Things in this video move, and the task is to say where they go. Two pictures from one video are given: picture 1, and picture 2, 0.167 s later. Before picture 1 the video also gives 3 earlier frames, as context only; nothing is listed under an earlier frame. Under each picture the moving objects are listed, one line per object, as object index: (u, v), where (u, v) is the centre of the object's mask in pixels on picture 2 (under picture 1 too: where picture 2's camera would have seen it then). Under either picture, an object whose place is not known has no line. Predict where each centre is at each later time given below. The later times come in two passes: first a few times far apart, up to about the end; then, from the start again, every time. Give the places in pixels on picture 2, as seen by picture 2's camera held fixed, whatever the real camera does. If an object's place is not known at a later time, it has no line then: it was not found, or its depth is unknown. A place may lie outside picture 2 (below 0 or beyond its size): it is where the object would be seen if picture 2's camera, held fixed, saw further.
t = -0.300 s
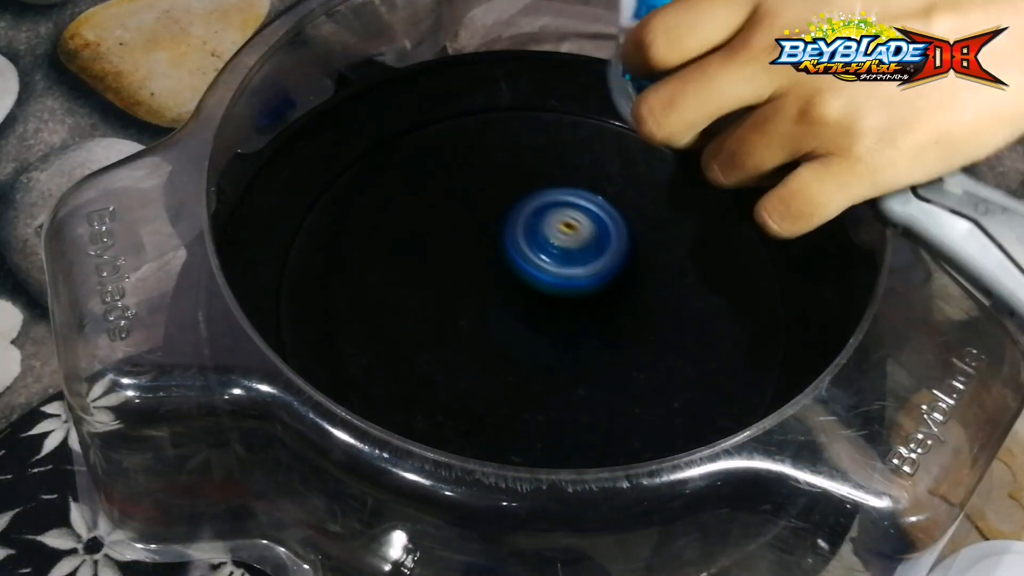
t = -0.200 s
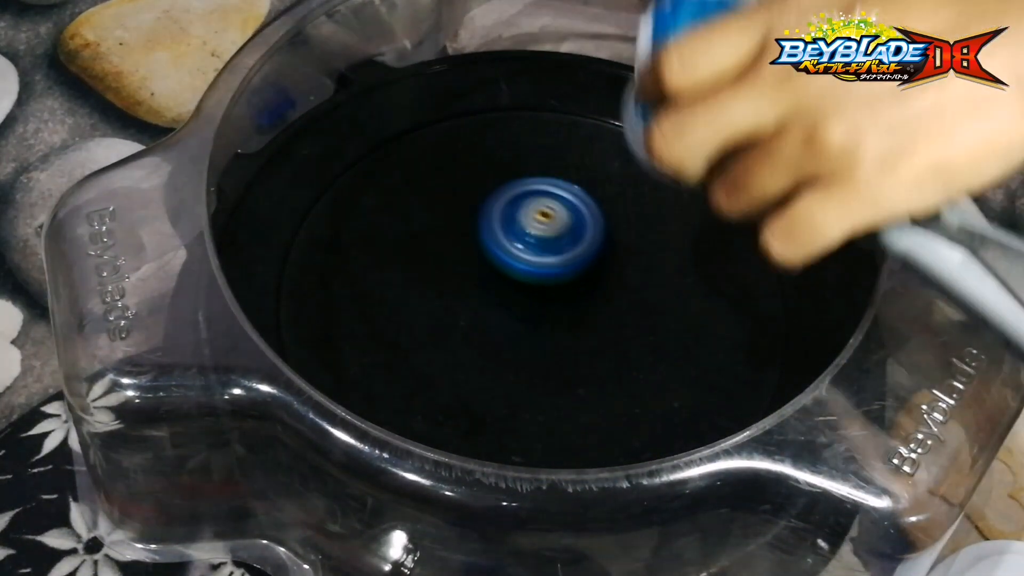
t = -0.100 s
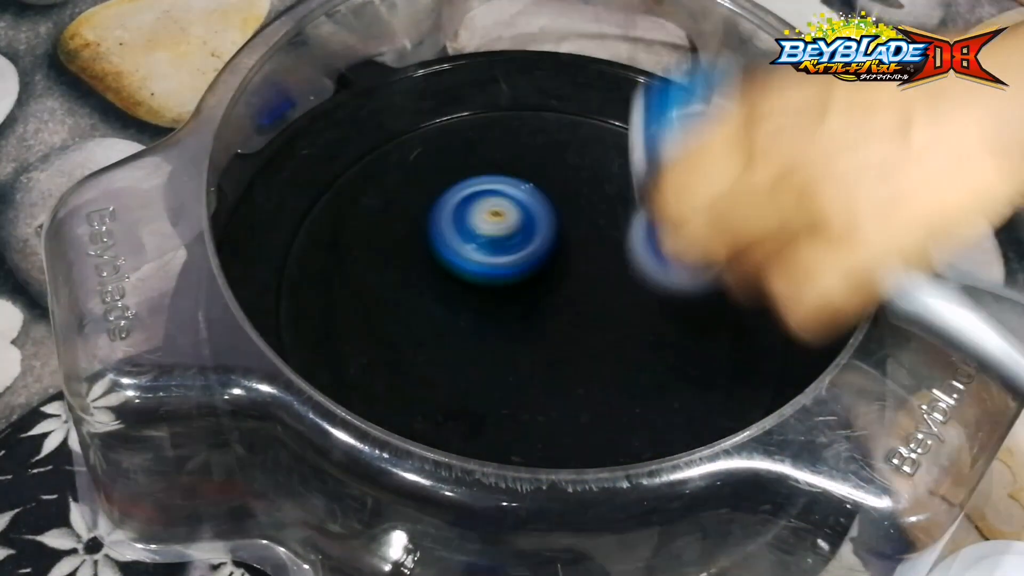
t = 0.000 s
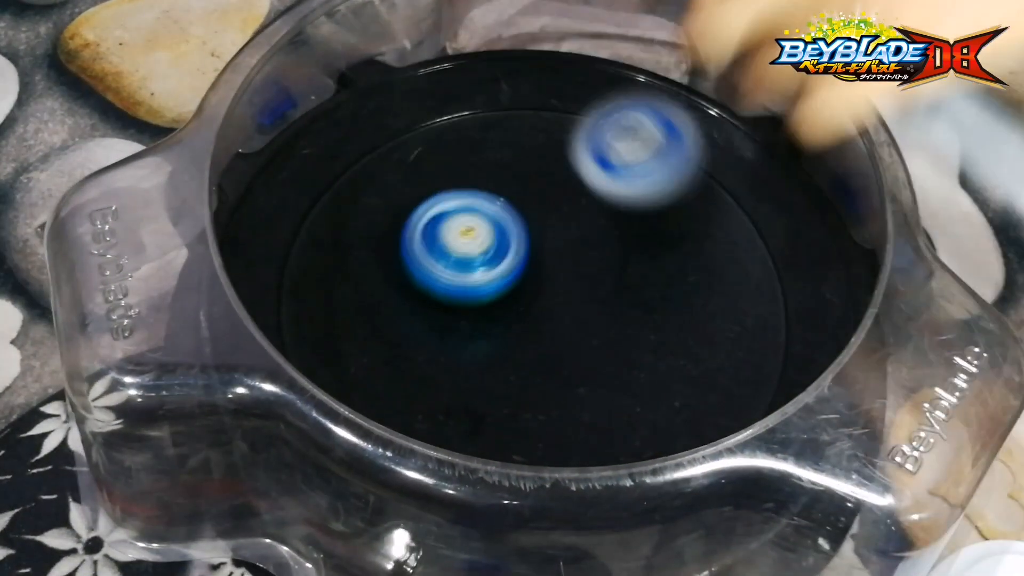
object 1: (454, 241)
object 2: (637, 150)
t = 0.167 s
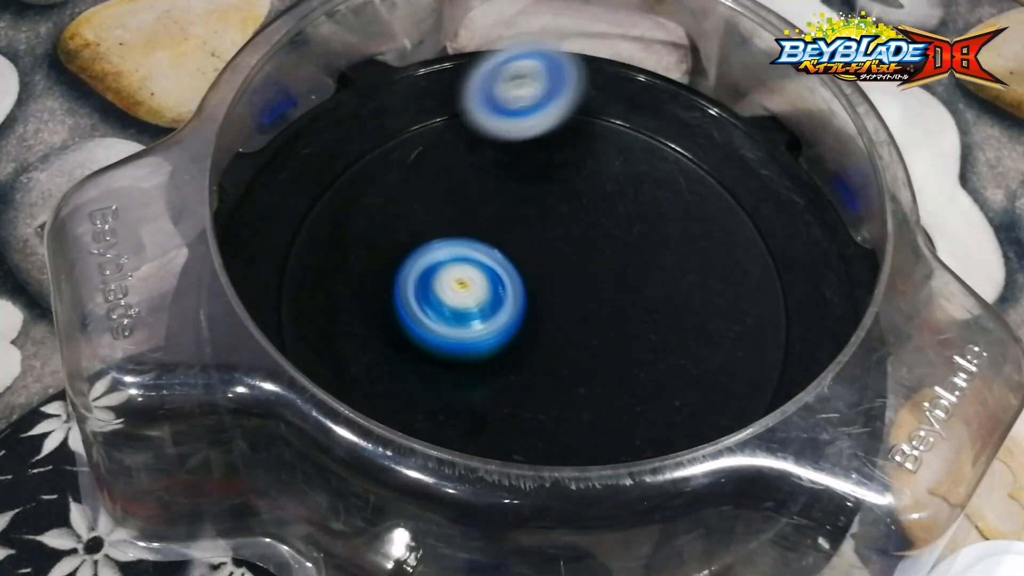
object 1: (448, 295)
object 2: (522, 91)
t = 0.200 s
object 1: (455, 306)
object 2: (500, 98)
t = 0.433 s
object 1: (545, 326)
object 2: (431, 197)
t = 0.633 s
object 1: (623, 269)
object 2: (428, 323)
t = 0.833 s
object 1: (656, 207)
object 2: (421, 343)
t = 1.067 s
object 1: (591, 184)
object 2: (444, 249)
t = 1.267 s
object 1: (569, 167)
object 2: (378, 185)
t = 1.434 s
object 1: (541, 206)
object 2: (409, 140)
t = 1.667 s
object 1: (530, 263)
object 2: (496, 127)
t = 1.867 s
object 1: (538, 295)
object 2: (516, 182)
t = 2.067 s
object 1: (570, 334)
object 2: (416, 201)
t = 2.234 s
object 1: (569, 332)
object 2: (365, 160)
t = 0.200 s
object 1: (455, 306)
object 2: (500, 98)
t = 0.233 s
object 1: (465, 315)
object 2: (484, 97)
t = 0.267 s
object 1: (476, 322)
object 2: (467, 108)
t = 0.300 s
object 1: (490, 327)
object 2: (454, 119)
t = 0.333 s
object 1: (504, 330)
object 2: (443, 135)
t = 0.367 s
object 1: (518, 331)
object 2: (435, 154)
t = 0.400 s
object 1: (532, 330)
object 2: (432, 176)
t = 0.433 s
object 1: (545, 326)
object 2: (431, 197)
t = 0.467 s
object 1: (556, 320)
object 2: (434, 221)
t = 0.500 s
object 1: (564, 313)
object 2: (439, 244)
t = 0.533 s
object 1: (571, 305)
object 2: (448, 267)
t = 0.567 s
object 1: (576, 296)
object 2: (455, 289)
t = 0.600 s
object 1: (598, 281)
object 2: (443, 307)
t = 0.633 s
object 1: (623, 269)
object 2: (428, 323)
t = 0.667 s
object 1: (642, 254)
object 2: (415, 334)
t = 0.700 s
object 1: (655, 242)
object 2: (407, 341)
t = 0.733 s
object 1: (662, 230)
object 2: (403, 347)
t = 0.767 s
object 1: (664, 220)
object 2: (404, 349)
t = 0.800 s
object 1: (662, 212)
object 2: (411, 348)
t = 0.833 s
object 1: (656, 207)
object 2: (421, 343)
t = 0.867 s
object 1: (645, 203)
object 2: (434, 334)
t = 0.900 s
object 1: (633, 202)
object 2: (447, 320)
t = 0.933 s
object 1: (616, 203)
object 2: (460, 303)
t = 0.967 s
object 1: (599, 205)
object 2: (472, 283)
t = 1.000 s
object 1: (581, 210)
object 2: (481, 262)
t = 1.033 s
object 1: (583, 194)
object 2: (466, 255)
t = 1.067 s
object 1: (591, 184)
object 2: (444, 249)
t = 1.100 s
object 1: (592, 172)
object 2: (425, 240)
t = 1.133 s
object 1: (591, 166)
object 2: (408, 230)
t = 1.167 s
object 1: (587, 162)
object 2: (395, 219)
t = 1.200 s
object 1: (582, 161)
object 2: (386, 208)
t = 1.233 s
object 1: (575, 164)
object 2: (380, 196)
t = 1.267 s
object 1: (569, 167)
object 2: (378, 185)
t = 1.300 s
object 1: (562, 174)
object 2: (379, 174)
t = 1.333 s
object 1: (560, 185)
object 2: (382, 164)
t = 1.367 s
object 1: (551, 189)
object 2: (389, 155)
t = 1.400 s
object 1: (545, 197)
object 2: (397, 147)
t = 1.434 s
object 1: (541, 206)
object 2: (409, 140)
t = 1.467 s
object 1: (537, 216)
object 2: (421, 134)
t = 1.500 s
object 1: (534, 225)
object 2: (433, 130)
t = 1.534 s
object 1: (532, 232)
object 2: (446, 127)
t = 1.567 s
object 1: (531, 241)
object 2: (459, 124)
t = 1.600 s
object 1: (530, 249)
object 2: (472, 124)
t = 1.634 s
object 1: (530, 256)
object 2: (485, 125)
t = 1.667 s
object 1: (530, 263)
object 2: (496, 127)
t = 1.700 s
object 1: (531, 270)
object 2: (506, 130)
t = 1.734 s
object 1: (532, 276)
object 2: (515, 134)
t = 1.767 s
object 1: (534, 282)
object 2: (522, 142)
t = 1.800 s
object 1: (535, 287)
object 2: (525, 153)
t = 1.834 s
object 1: (536, 290)
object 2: (524, 169)
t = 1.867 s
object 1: (538, 295)
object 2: (516, 182)
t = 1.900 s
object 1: (546, 304)
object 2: (504, 190)
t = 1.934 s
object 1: (552, 315)
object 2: (488, 197)
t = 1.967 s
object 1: (558, 323)
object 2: (471, 201)
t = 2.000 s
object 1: (564, 328)
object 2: (452, 203)
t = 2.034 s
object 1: (568, 332)
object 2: (434, 203)
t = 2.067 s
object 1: (570, 334)
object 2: (416, 201)
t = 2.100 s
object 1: (572, 335)
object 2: (401, 197)
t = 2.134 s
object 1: (572, 335)
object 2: (387, 190)
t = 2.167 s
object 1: (572, 334)
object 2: (377, 181)
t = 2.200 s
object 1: (570, 333)
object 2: (369, 171)
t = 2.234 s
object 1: (569, 332)
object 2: (365, 160)
